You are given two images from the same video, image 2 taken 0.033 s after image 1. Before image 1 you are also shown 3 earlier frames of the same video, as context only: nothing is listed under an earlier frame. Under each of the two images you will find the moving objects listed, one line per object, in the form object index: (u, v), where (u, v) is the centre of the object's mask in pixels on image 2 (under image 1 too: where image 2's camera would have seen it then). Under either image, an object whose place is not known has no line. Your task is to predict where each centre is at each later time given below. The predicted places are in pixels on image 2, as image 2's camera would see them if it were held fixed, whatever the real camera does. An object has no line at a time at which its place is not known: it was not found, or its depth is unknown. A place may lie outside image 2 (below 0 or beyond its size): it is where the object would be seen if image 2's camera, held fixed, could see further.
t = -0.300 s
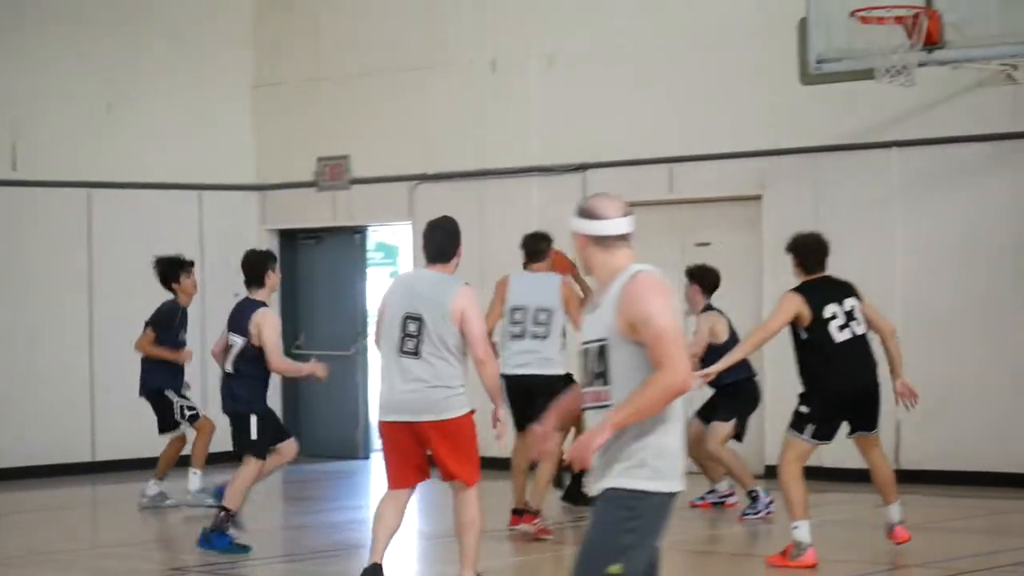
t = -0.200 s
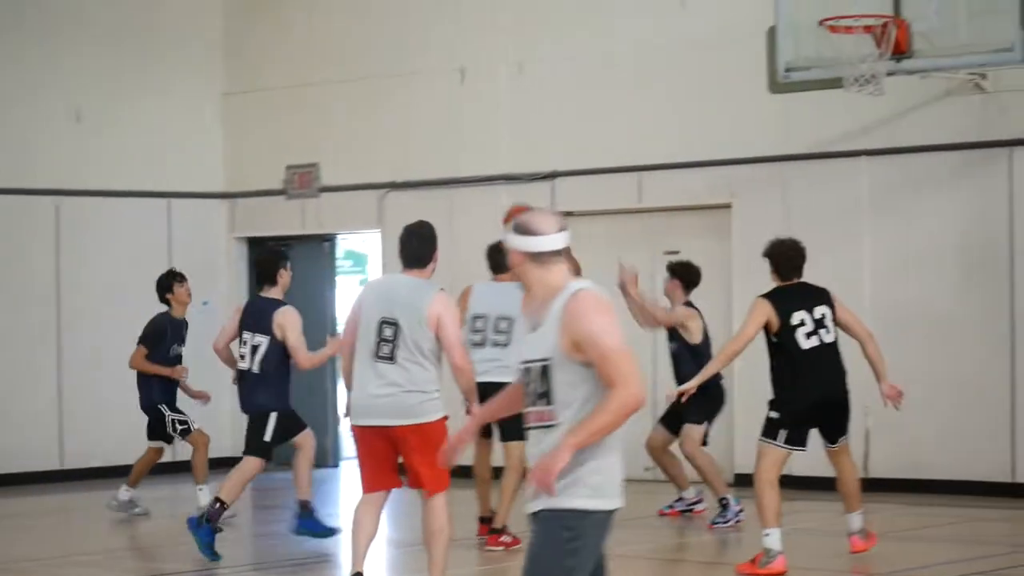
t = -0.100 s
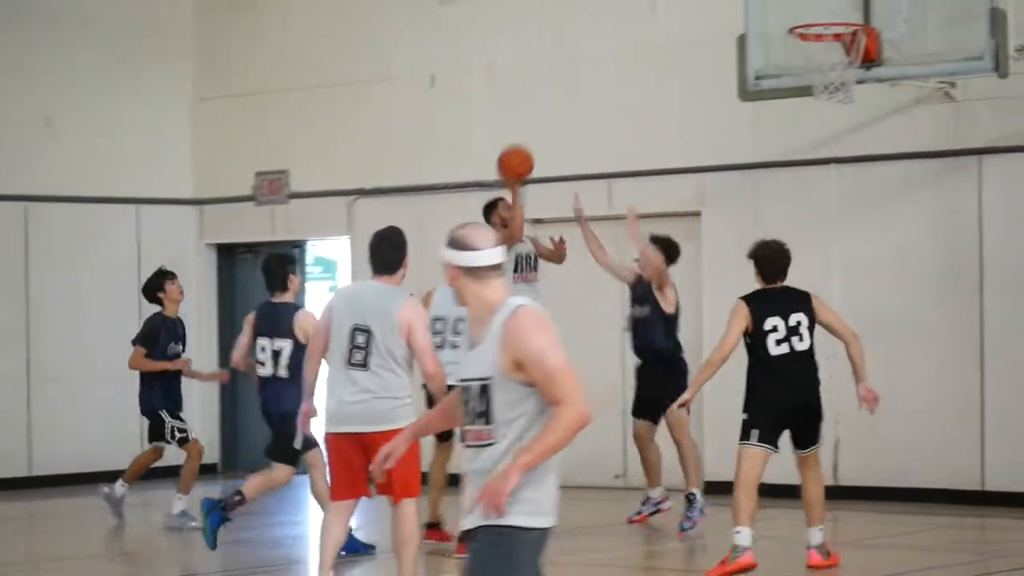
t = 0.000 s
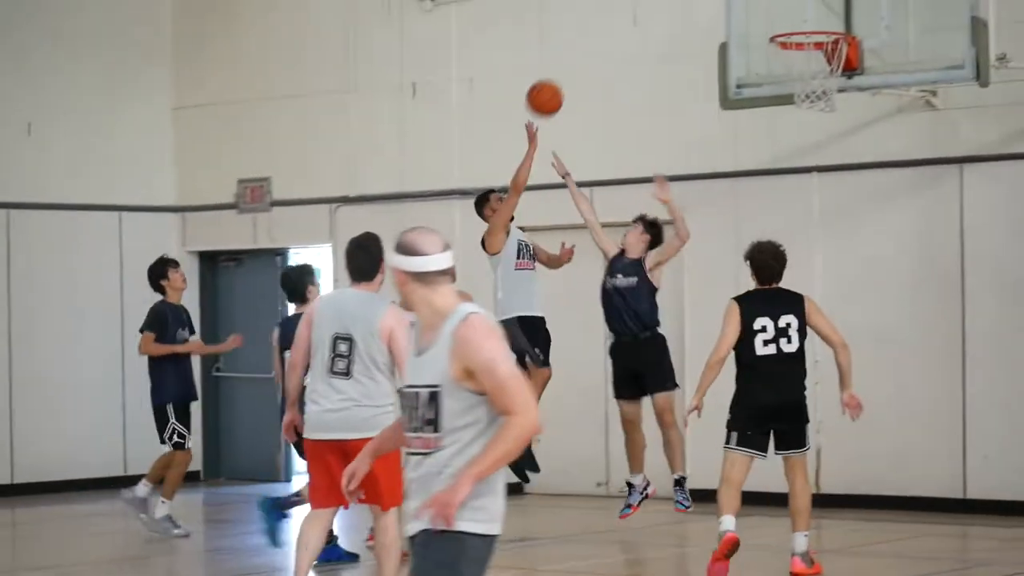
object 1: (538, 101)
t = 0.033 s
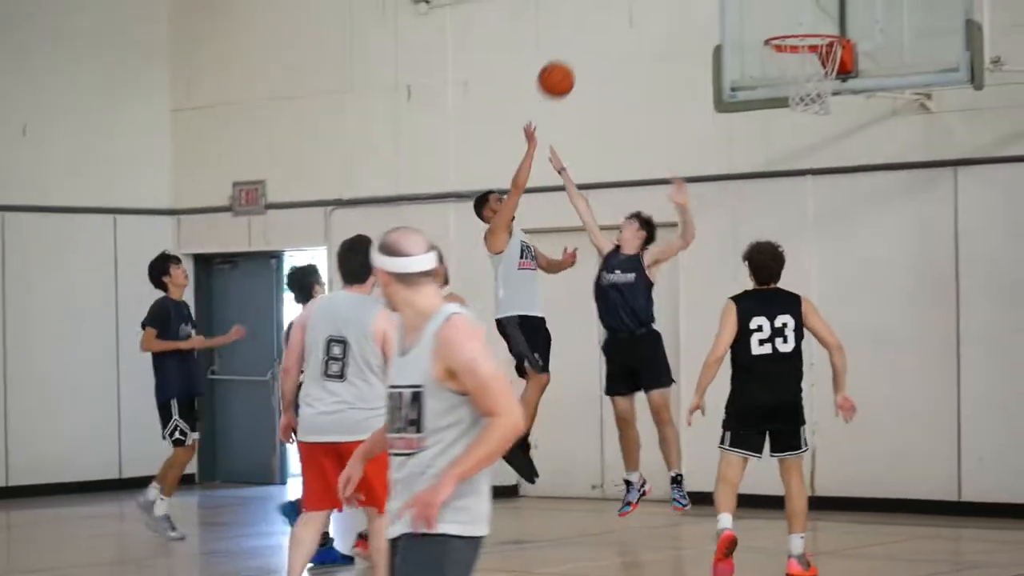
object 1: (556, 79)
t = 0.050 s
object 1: (565, 69)
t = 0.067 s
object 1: (574, 60)
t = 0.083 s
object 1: (583, 50)
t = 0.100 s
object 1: (592, 41)
